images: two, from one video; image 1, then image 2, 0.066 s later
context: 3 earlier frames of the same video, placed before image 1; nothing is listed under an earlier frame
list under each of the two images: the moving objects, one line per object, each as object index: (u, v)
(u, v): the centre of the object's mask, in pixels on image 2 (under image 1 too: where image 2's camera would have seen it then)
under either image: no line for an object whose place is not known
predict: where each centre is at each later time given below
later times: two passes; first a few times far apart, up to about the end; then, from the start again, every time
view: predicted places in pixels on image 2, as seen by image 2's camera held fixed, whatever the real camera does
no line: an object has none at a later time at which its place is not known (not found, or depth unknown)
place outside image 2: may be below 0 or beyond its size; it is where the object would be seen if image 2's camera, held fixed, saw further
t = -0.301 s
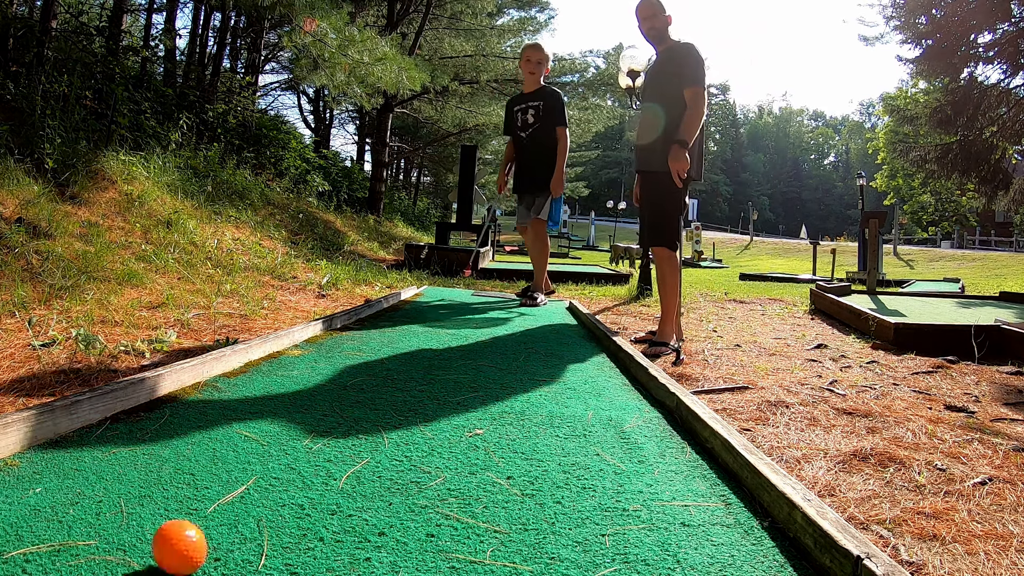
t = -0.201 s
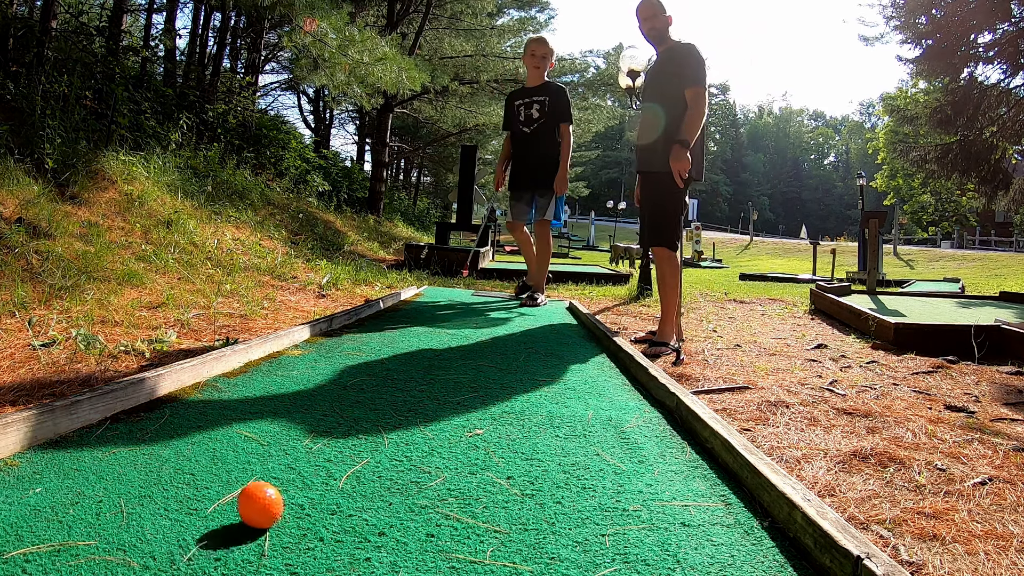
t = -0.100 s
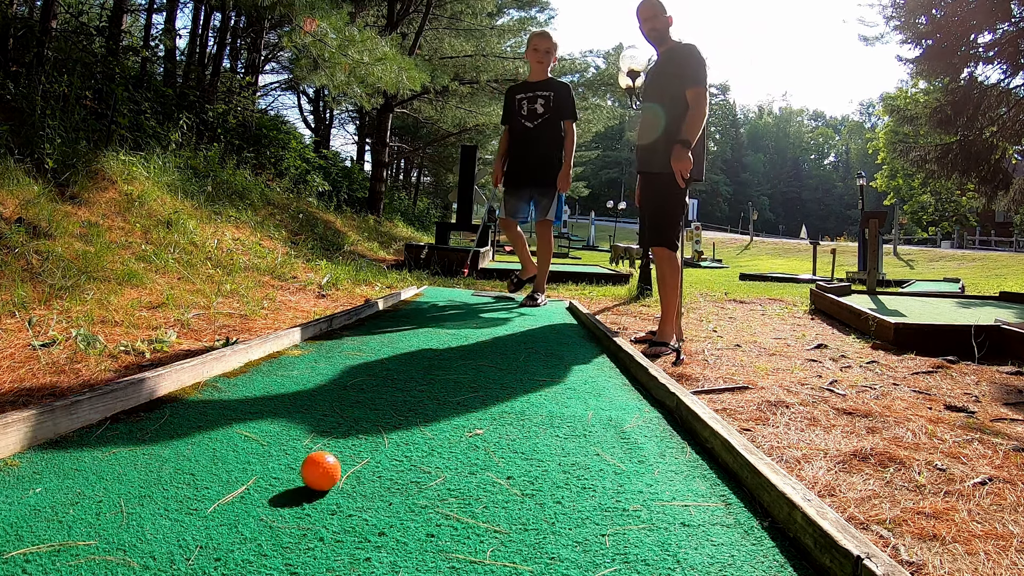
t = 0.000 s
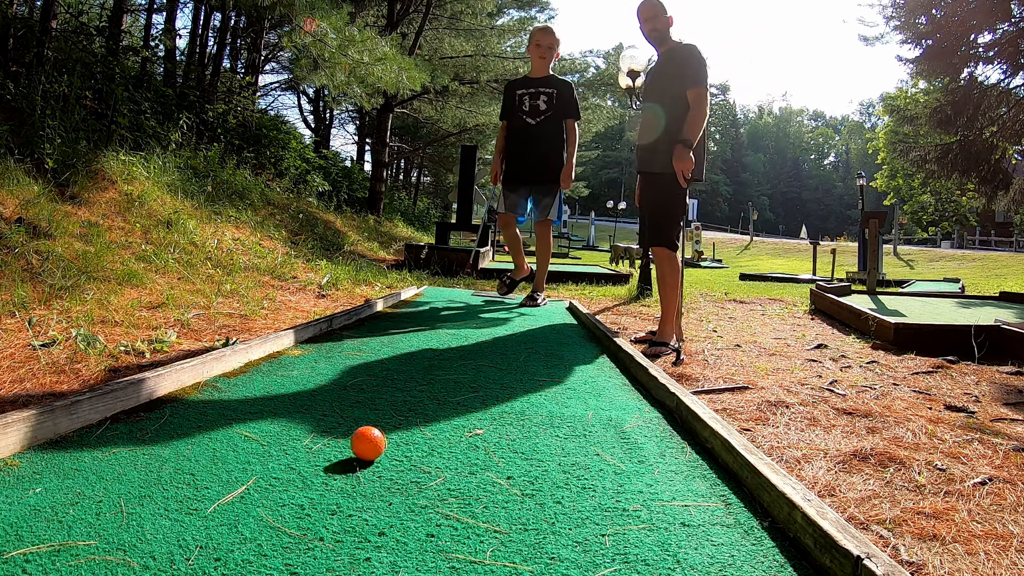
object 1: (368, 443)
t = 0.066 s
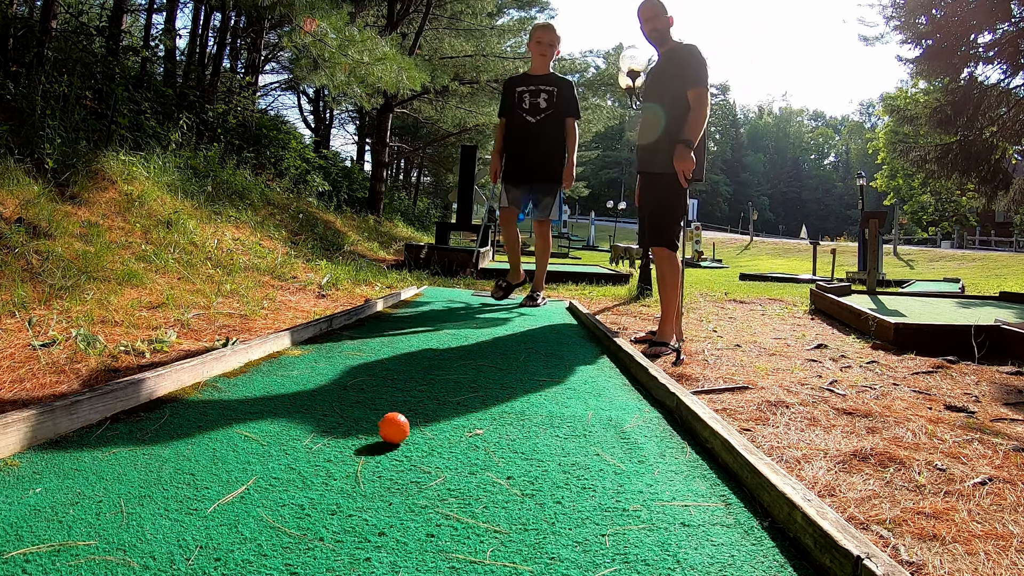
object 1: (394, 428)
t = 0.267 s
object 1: (451, 393)
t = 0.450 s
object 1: (488, 372)
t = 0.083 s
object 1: (400, 424)
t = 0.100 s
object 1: (406, 421)
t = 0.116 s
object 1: (411, 418)
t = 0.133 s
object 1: (416, 414)
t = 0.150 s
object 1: (421, 411)
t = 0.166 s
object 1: (426, 409)
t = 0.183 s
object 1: (430, 406)
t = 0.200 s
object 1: (435, 402)
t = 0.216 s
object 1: (439, 399)
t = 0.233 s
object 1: (443, 397)
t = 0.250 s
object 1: (447, 395)
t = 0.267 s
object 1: (451, 393)
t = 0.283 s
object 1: (455, 390)
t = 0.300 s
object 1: (459, 388)
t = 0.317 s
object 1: (463, 386)
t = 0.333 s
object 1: (466, 384)
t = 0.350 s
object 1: (470, 383)
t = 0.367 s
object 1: (473, 380)
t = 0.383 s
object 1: (476, 379)
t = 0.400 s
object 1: (480, 377)
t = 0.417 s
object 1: (483, 376)
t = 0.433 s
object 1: (486, 374)
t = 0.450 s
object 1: (488, 372)
